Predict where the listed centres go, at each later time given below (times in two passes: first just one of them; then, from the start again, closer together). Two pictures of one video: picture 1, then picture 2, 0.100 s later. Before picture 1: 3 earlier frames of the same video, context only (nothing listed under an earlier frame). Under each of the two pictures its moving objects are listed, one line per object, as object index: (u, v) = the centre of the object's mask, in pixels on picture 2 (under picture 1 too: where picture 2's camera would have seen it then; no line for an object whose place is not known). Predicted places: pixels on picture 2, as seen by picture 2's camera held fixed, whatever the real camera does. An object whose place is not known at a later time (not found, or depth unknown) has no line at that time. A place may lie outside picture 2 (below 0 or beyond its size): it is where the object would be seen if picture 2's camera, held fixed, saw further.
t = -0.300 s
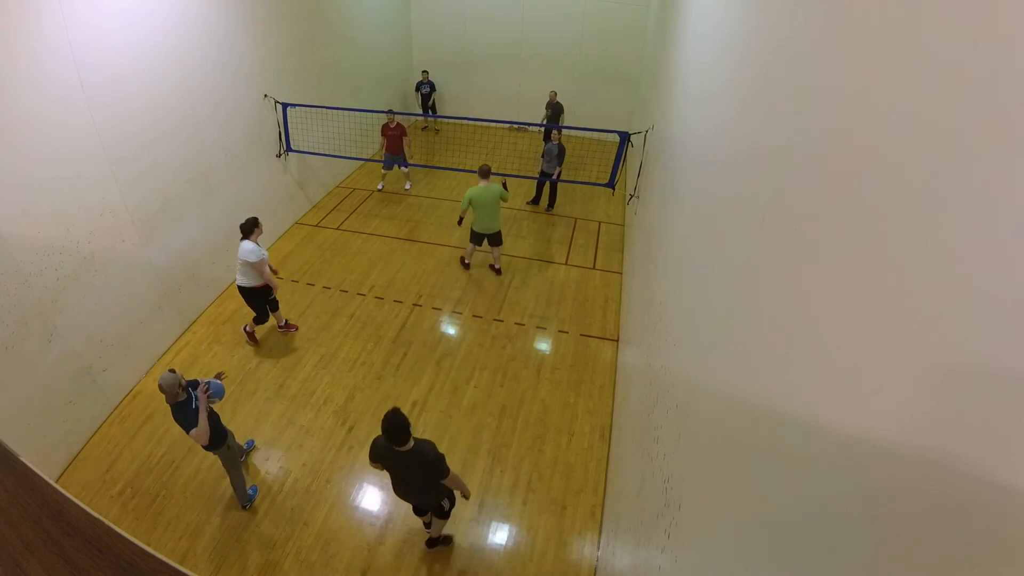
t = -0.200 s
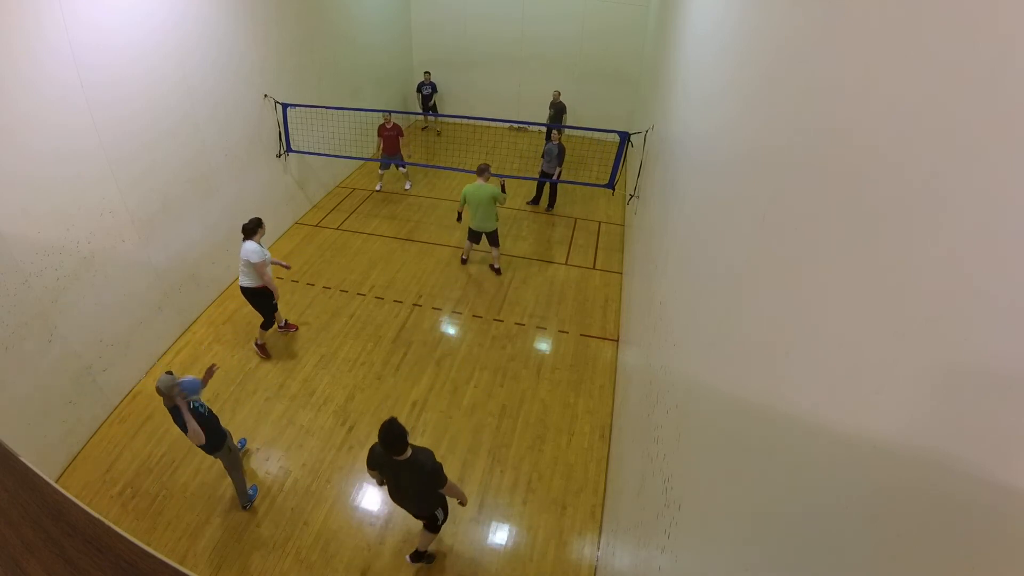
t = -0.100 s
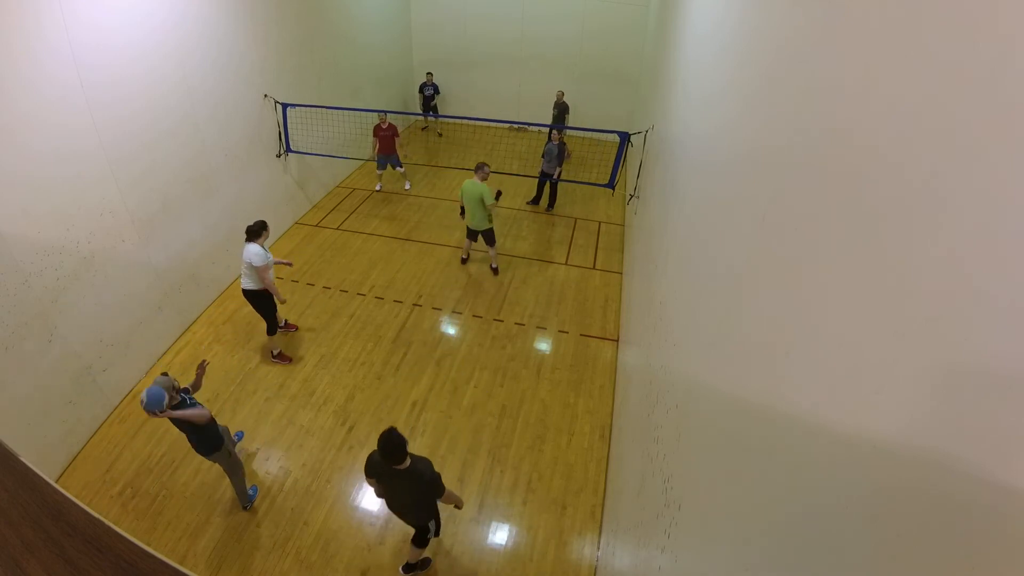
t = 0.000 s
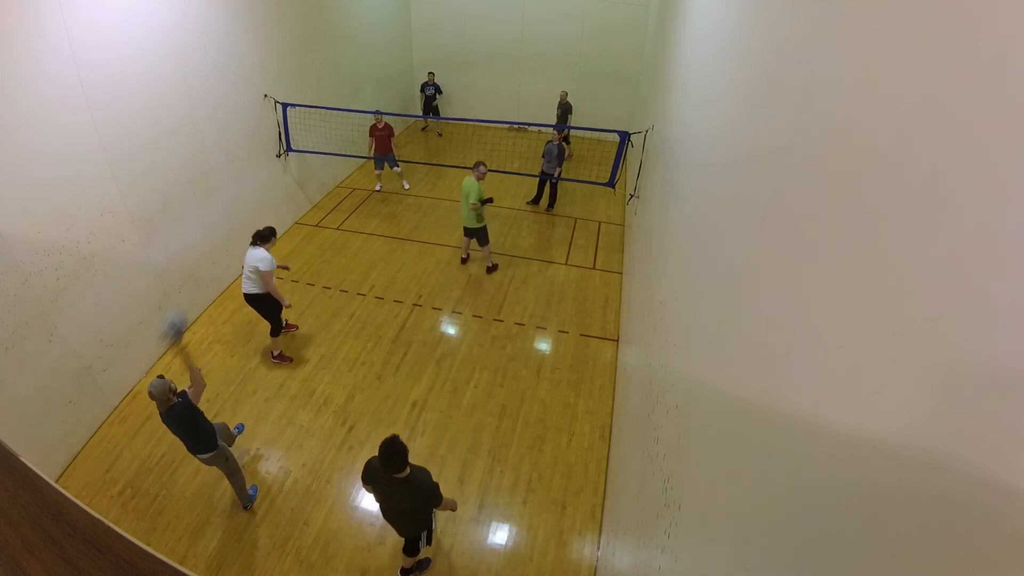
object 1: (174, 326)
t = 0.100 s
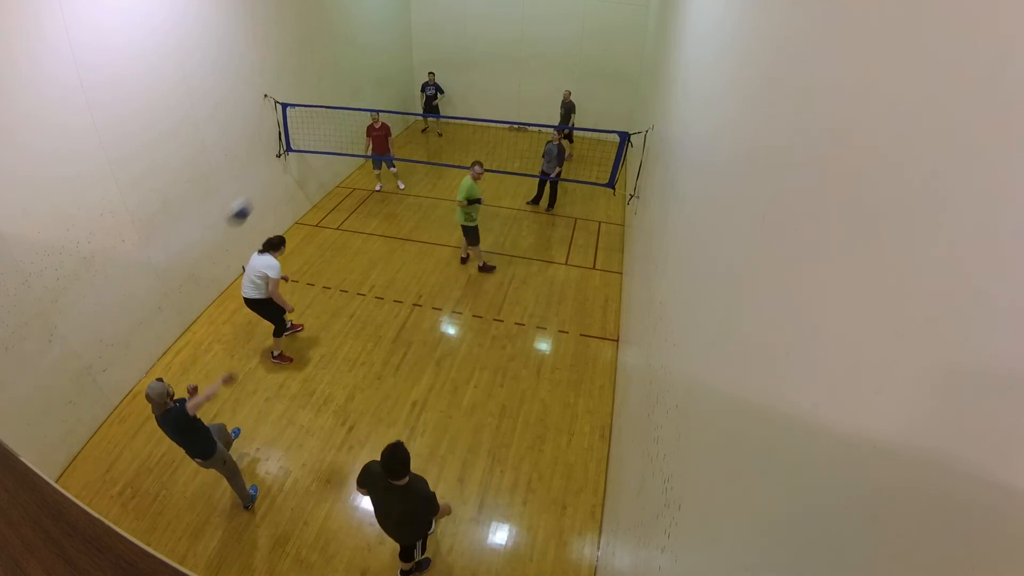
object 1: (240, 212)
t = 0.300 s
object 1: (335, 98)
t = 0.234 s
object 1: (309, 123)
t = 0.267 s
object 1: (322, 110)
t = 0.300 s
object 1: (335, 98)
